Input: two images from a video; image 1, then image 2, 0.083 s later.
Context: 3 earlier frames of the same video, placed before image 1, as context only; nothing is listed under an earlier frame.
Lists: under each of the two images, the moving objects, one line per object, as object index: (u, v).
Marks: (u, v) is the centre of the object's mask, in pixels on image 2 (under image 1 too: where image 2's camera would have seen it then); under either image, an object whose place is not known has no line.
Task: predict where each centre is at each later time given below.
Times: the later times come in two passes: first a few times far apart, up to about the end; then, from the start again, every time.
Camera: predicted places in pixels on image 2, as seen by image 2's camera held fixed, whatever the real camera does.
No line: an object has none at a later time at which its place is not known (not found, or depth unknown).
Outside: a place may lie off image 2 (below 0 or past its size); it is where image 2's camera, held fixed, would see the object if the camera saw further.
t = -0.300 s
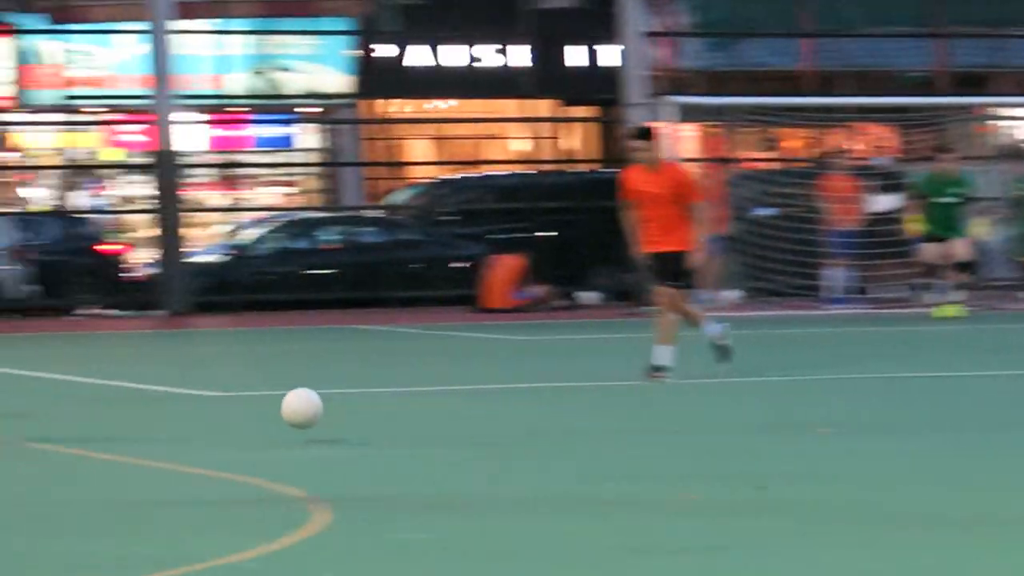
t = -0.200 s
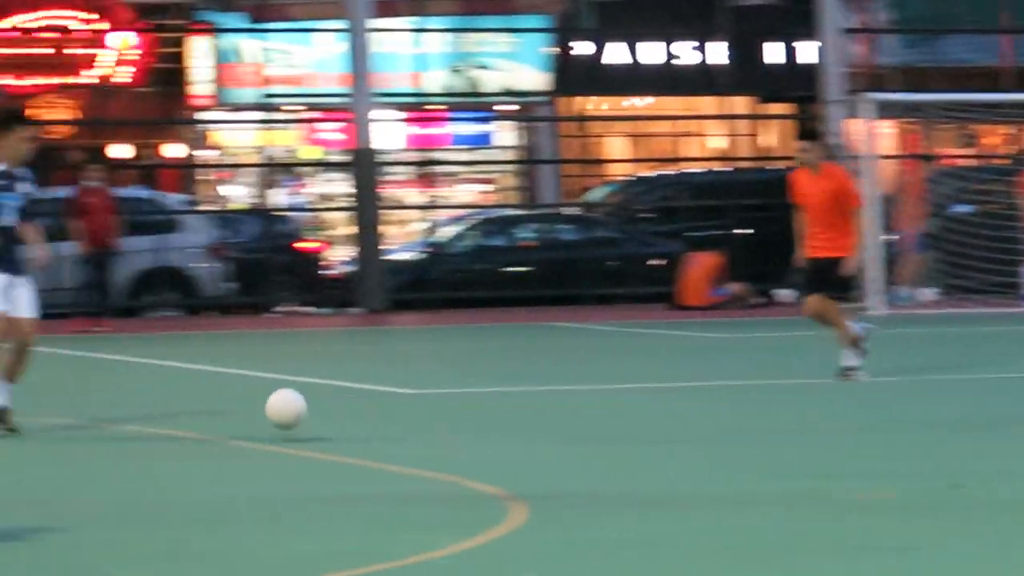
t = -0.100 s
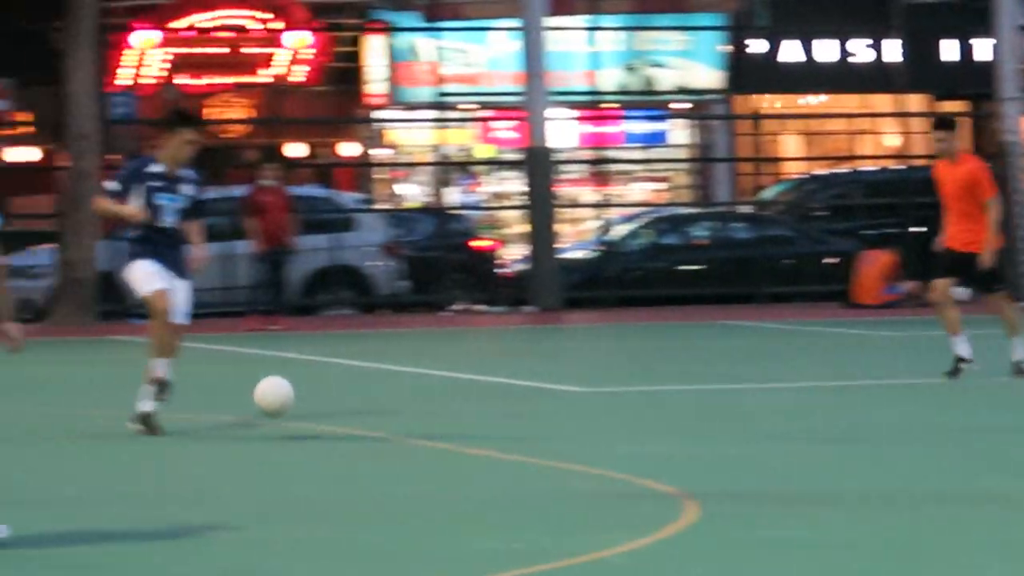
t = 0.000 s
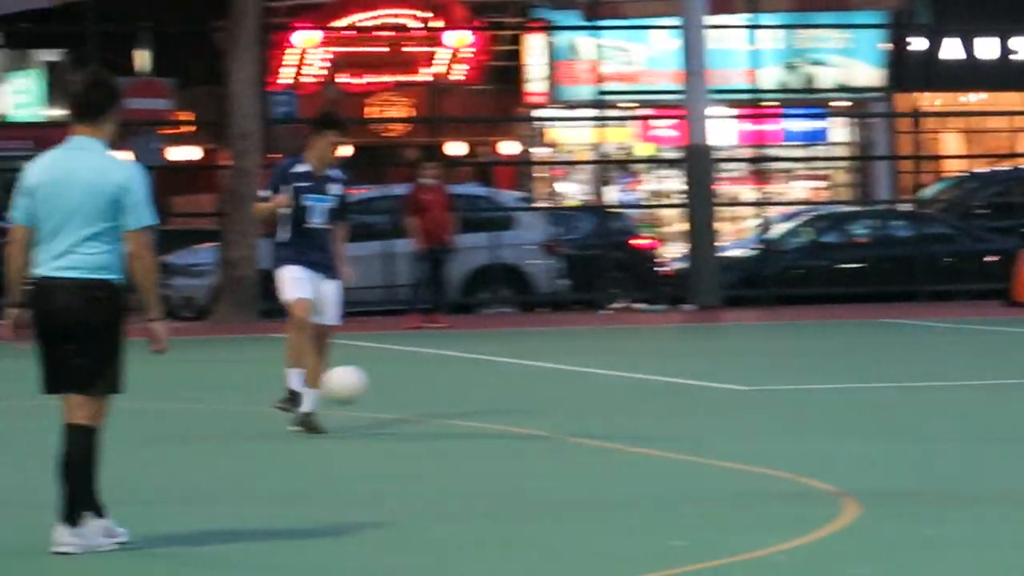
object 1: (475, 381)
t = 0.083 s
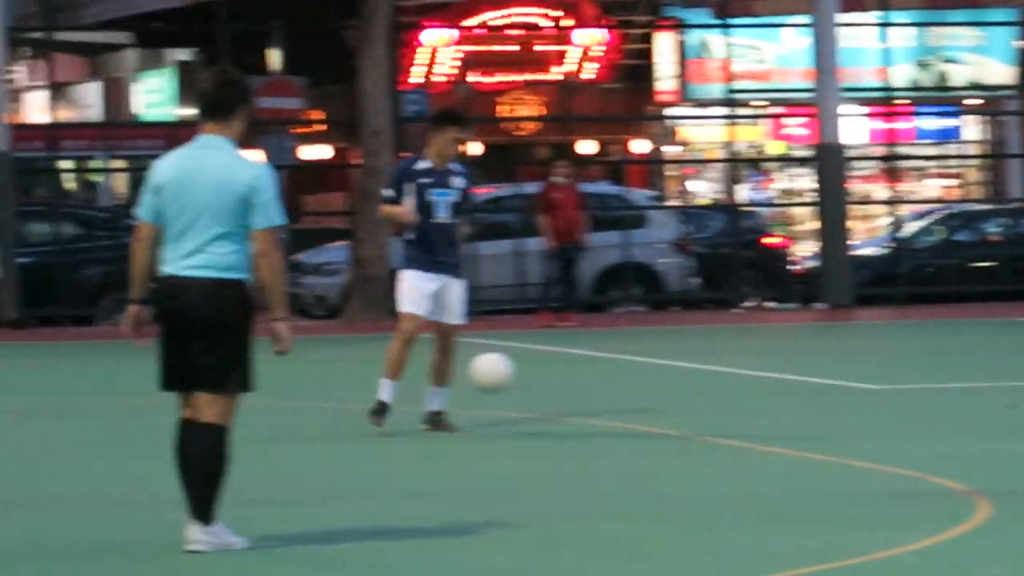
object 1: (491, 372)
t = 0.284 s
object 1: (536, 401)
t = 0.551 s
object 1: (542, 392)
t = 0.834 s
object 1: (527, 403)
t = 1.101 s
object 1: (505, 414)
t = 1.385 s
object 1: (483, 418)
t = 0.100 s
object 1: (495, 372)
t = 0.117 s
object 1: (498, 372)
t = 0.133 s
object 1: (502, 373)
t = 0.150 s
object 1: (506, 373)
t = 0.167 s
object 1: (510, 375)
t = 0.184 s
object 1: (513, 377)
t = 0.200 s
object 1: (518, 380)
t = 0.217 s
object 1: (521, 383)
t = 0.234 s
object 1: (525, 387)
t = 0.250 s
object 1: (529, 391)
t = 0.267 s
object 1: (532, 396)
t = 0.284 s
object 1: (536, 401)
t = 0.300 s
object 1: (540, 407)
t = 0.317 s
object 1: (543, 413)
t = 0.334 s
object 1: (547, 421)
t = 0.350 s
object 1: (548, 422)
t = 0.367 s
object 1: (547, 416)
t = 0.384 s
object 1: (547, 411)
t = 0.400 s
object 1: (546, 407)
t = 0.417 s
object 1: (546, 403)
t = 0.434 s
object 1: (546, 400)
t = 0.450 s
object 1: (545, 397)
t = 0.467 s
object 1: (544, 395)
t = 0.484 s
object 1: (544, 394)
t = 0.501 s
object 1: (543, 392)
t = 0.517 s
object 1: (543, 392)
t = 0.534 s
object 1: (542, 392)
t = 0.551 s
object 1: (542, 392)
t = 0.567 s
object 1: (541, 393)
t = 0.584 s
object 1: (540, 395)
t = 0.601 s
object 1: (540, 397)
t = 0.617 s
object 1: (540, 400)
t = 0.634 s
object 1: (539, 403)
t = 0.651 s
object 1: (539, 406)
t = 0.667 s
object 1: (539, 411)
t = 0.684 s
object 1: (539, 416)
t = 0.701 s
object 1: (539, 422)
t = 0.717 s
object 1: (538, 424)
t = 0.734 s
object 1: (536, 420)
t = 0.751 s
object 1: (535, 415)
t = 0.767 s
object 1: (533, 412)
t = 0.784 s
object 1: (532, 409)
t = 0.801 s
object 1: (530, 406)
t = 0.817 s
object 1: (529, 404)
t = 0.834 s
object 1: (527, 403)
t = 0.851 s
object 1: (526, 402)
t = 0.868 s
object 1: (524, 401)
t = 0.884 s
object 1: (523, 402)
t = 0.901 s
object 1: (521, 402)
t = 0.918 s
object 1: (520, 403)
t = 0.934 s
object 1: (519, 405)
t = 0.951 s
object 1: (517, 408)
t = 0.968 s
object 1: (516, 410)
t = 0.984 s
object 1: (514, 414)
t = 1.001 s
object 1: (513, 418)
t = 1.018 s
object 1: (512, 423)
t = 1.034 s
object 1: (510, 427)
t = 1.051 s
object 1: (509, 423)
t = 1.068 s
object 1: (507, 420)
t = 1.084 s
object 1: (506, 417)
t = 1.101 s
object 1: (505, 414)
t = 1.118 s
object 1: (503, 413)
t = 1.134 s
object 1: (502, 411)
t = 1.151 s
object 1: (501, 410)
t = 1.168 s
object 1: (499, 410)
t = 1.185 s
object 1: (498, 410)
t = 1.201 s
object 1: (496, 411)
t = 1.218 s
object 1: (495, 412)
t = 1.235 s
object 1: (494, 414)
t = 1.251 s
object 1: (493, 417)
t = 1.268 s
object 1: (492, 420)
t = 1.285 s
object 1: (491, 423)
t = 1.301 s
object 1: (489, 427)
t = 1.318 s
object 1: (488, 426)
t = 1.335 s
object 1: (487, 423)
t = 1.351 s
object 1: (485, 421)
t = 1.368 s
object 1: (484, 419)
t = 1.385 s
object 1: (483, 418)
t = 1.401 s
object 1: (481, 417)
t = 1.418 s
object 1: (480, 417)
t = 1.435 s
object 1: (478, 418)
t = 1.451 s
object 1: (477, 418)
